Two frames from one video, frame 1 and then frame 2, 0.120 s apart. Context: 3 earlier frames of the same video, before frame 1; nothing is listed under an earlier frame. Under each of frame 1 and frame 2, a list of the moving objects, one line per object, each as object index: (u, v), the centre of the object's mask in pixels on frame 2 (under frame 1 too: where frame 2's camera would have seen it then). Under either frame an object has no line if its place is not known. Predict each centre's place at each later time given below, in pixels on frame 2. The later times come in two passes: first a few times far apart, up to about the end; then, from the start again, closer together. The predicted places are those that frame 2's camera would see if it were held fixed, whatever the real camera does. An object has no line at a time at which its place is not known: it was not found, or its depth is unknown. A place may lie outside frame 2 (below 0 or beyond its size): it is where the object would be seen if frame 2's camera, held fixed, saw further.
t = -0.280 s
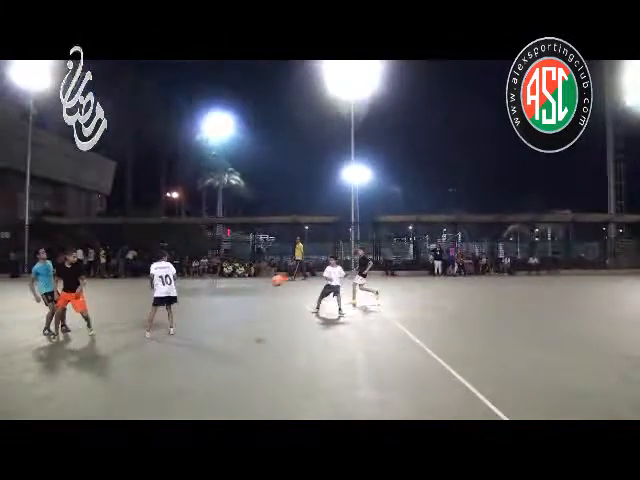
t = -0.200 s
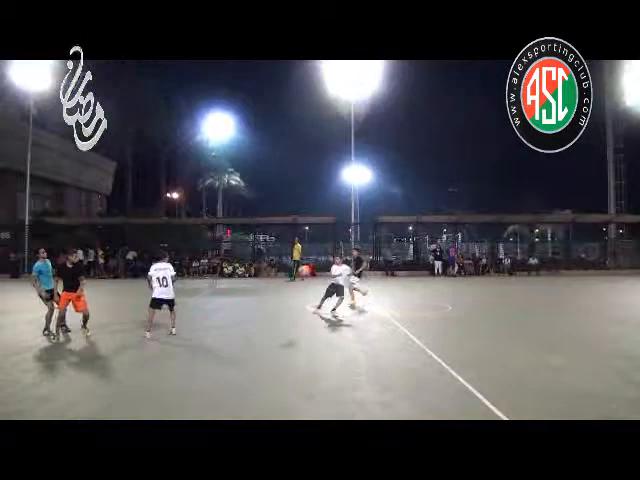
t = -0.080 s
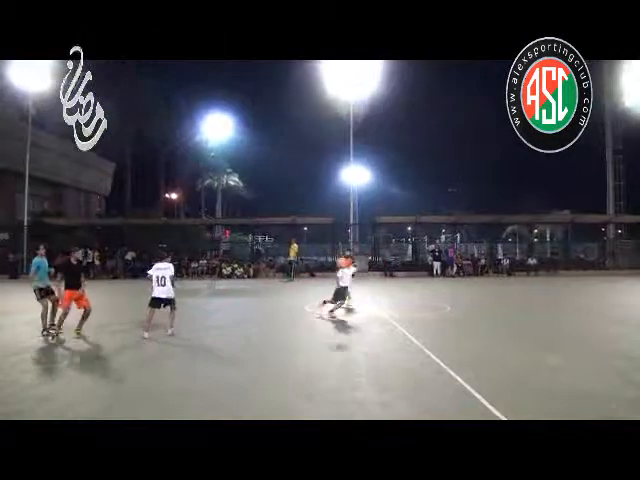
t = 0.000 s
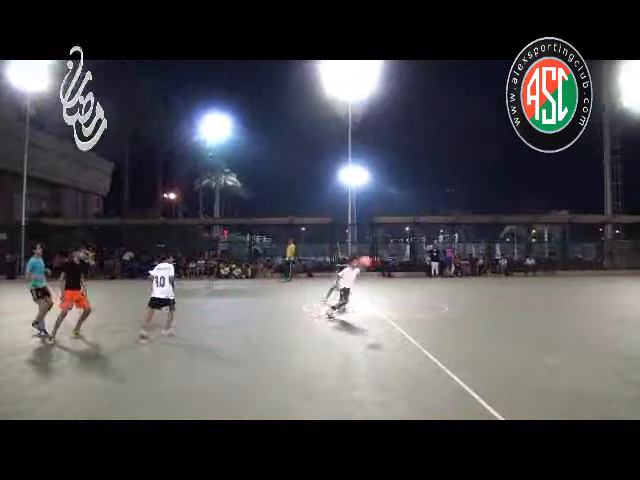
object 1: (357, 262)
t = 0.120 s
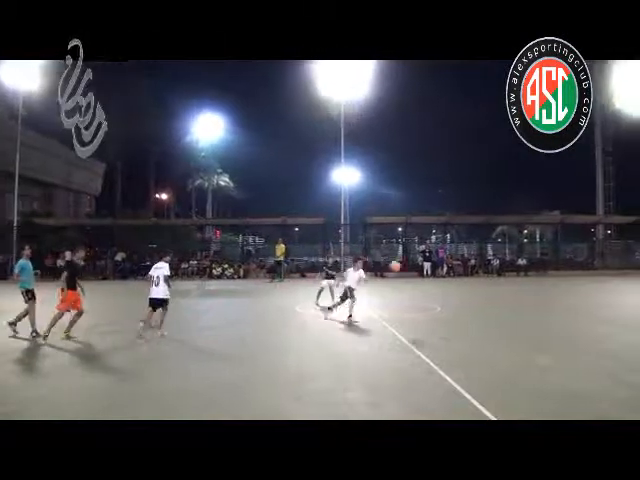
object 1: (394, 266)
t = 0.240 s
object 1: (430, 277)
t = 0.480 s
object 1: (495, 313)
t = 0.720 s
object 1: (555, 282)
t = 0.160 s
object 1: (407, 269)
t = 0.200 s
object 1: (419, 273)
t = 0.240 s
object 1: (430, 277)
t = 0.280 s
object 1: (441, 281)
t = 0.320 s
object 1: (453, 290)
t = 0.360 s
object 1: (464, 296)
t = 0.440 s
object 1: (489, 312)
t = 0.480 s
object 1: (495, 313)
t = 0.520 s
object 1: (504, 306)
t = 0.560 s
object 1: (514, 300)
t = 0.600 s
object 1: (525, 295)
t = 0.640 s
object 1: (534, 290)
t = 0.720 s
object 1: (555, 282)
